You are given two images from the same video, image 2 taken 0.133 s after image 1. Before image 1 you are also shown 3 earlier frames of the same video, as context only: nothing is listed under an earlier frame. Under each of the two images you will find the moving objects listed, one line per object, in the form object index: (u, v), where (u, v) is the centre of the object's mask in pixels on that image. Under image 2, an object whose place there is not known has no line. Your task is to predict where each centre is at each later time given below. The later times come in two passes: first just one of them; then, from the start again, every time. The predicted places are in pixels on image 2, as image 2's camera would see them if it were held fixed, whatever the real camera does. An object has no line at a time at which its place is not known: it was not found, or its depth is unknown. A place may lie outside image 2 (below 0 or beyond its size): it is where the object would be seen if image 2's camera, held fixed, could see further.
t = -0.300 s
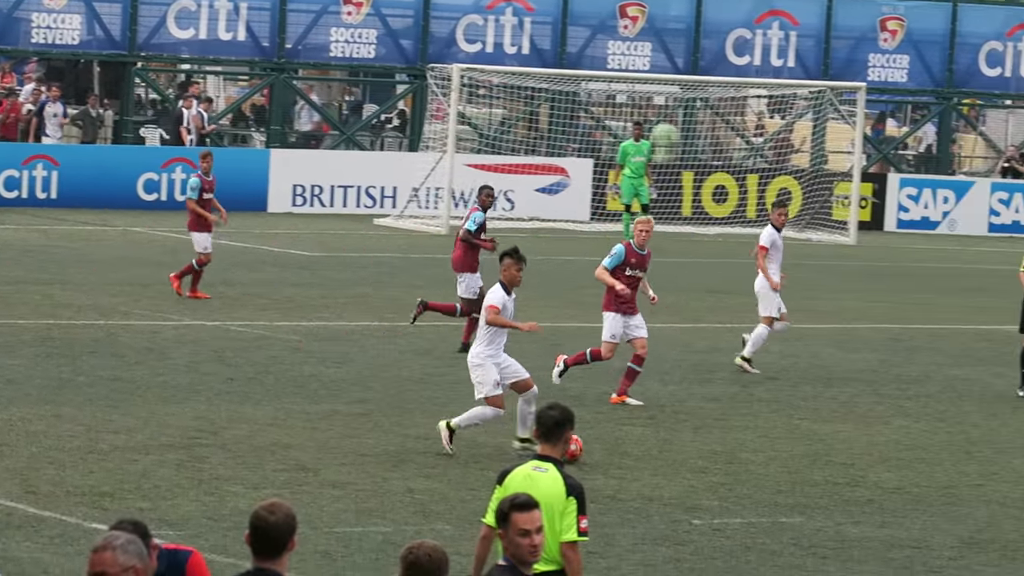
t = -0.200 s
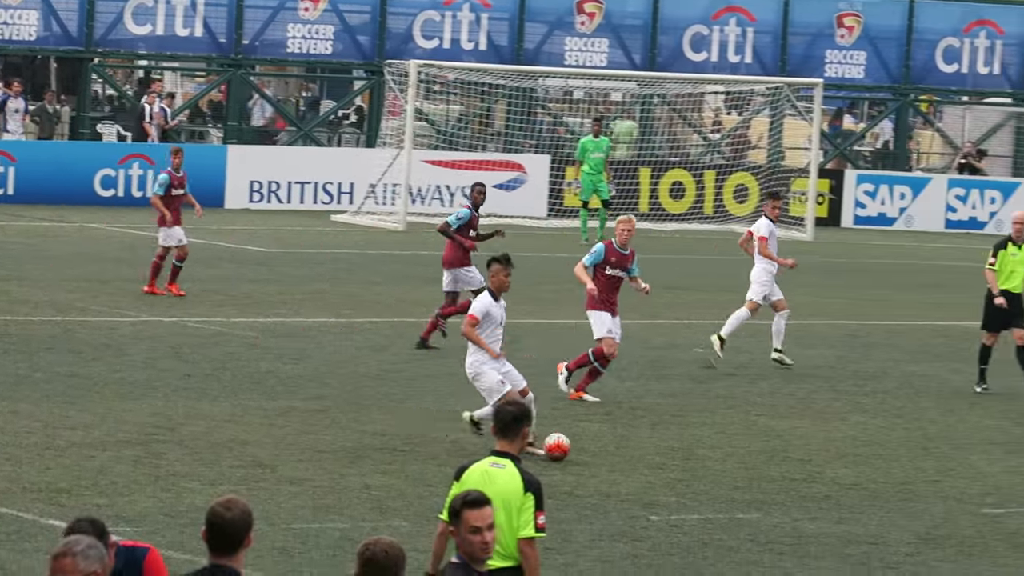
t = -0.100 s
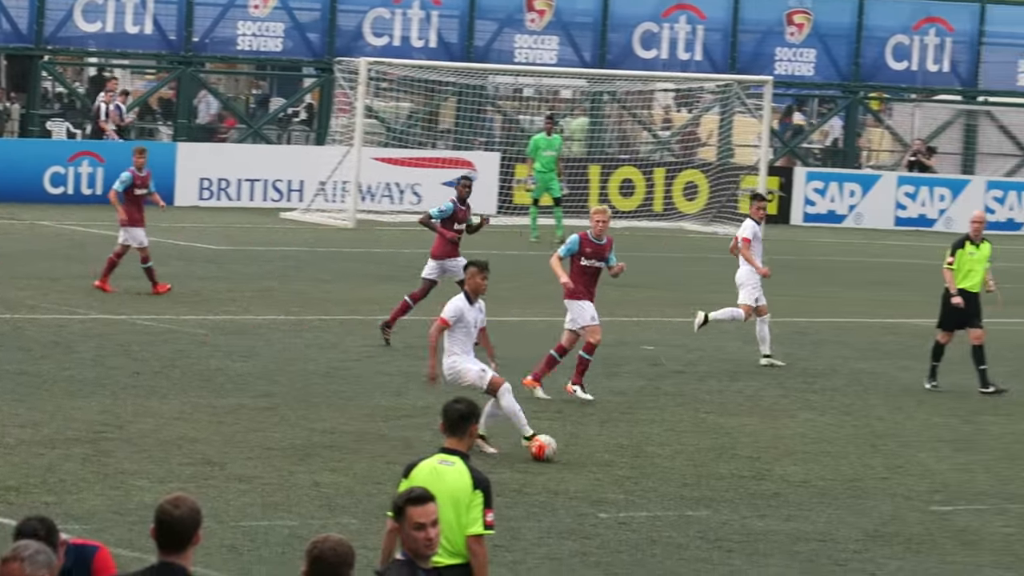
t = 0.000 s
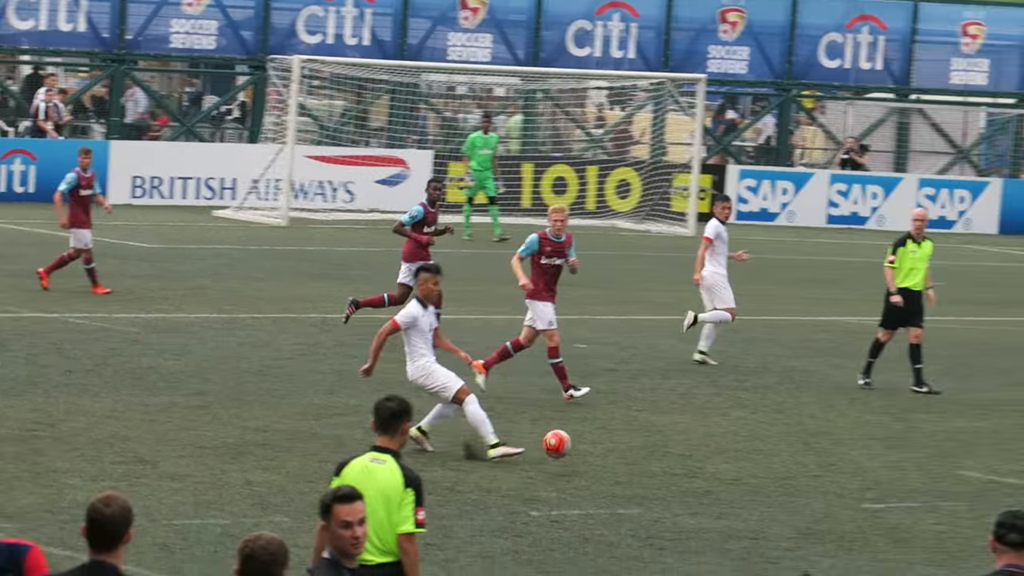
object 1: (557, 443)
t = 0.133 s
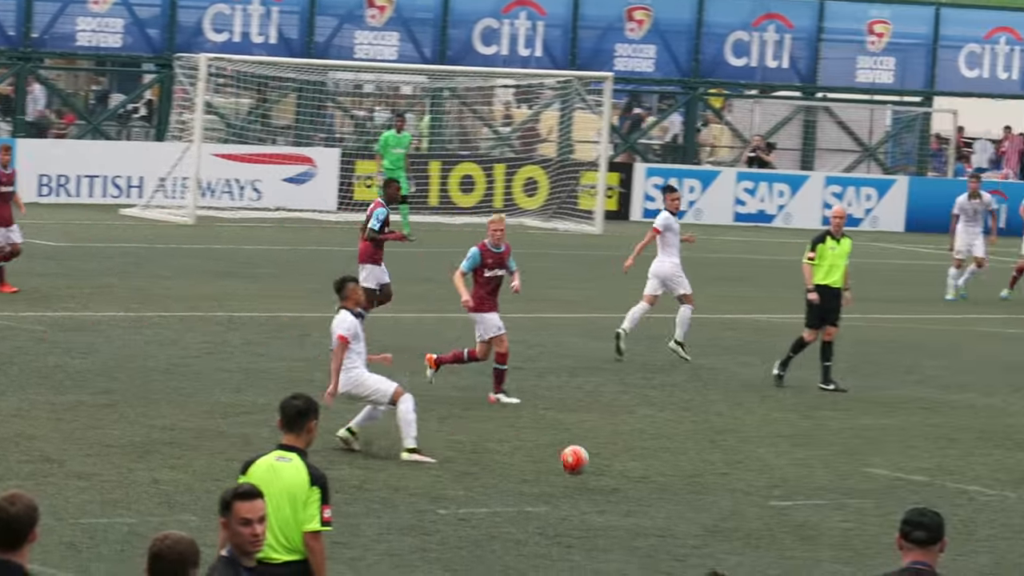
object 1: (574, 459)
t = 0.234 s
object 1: (657, 486)
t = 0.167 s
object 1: (603, 469)
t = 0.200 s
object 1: (630, 478)
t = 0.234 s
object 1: (657, 486)
